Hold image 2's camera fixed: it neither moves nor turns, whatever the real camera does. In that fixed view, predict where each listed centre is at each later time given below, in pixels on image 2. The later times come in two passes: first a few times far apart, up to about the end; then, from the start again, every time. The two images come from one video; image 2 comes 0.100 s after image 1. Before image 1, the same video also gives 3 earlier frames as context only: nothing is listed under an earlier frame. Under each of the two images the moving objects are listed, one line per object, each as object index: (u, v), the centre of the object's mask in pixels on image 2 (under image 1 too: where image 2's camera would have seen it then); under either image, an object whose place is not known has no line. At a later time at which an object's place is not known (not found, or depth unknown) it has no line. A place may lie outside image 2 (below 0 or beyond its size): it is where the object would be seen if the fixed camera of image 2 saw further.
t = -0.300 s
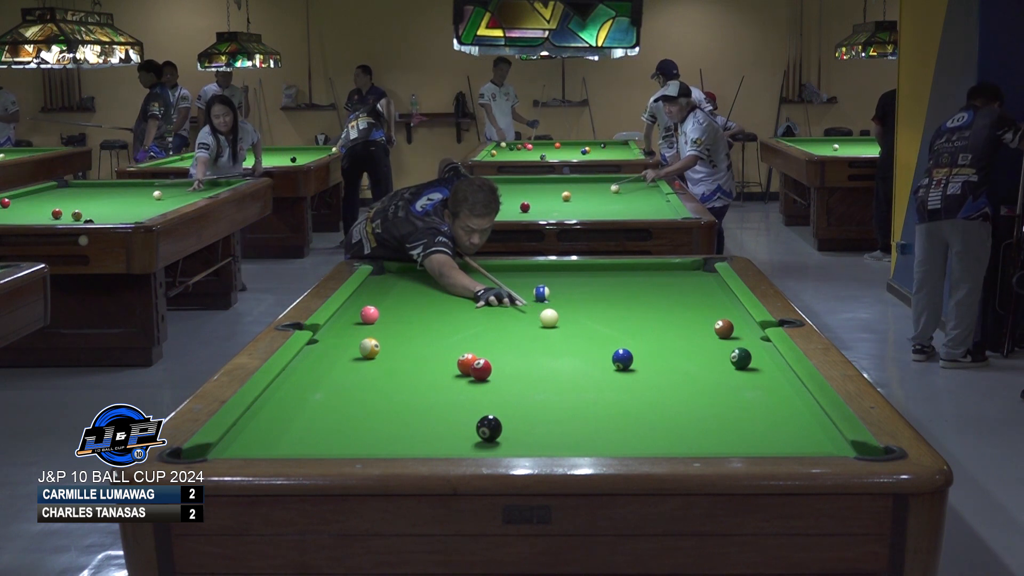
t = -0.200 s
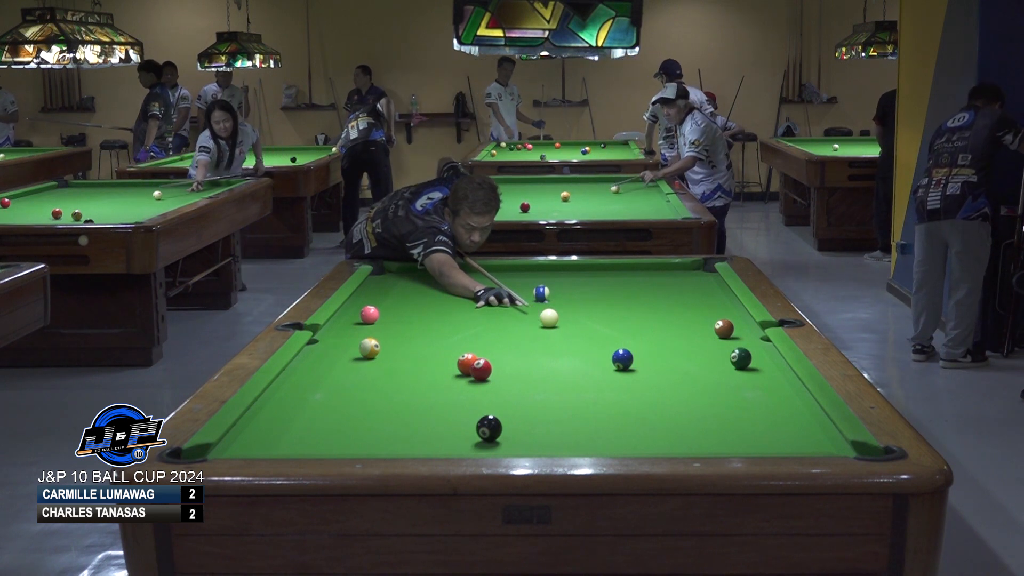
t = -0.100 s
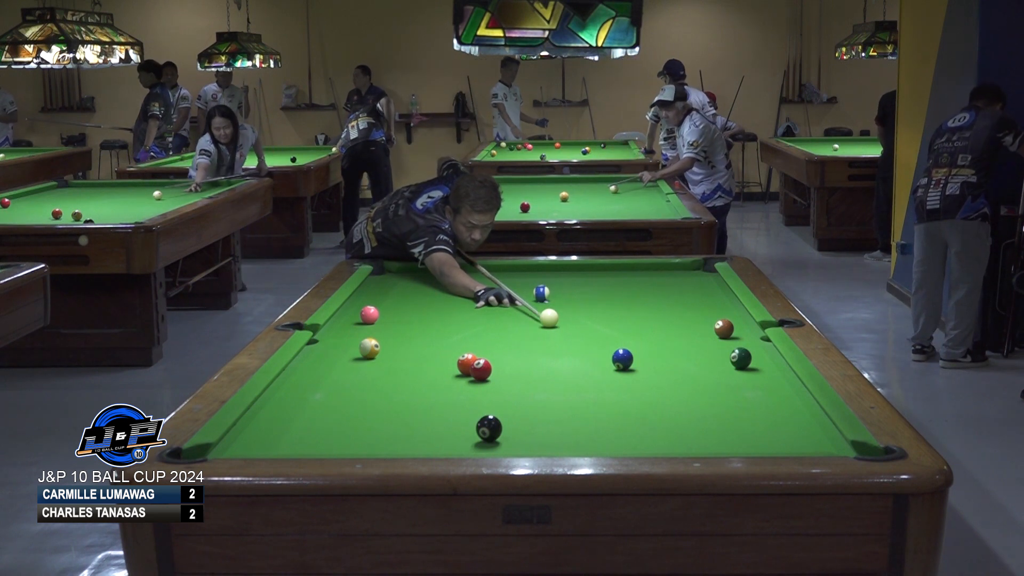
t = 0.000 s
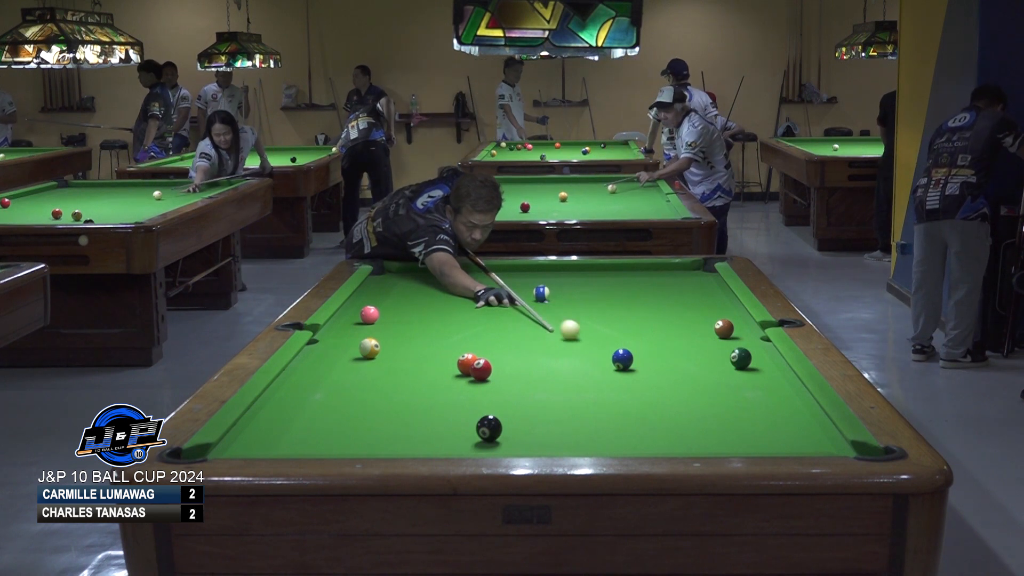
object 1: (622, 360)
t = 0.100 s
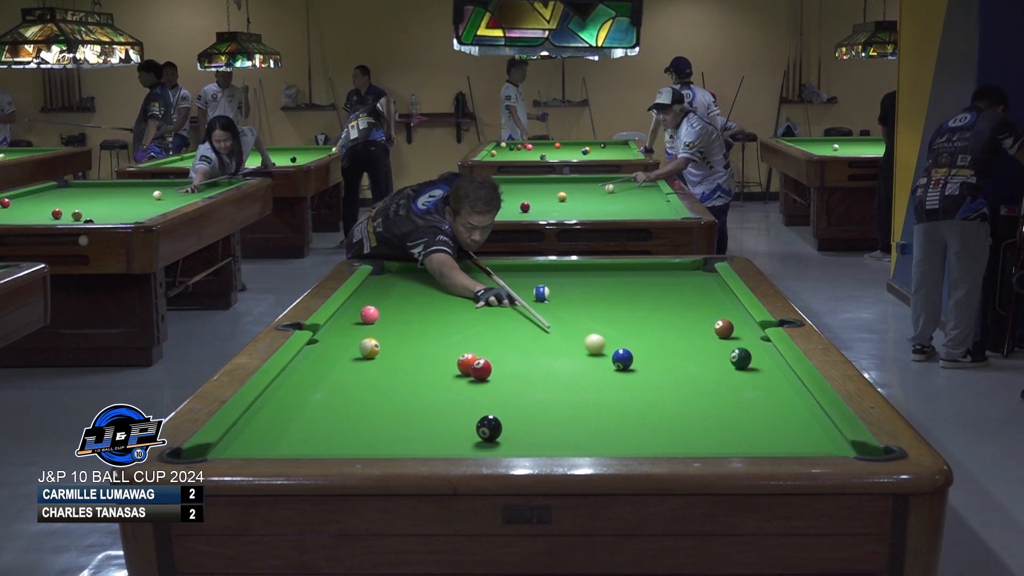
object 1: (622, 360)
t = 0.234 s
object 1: (639, 367)
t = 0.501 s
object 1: (710, 401)
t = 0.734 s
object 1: (780, 434)
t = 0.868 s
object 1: (827, 447)
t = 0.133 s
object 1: (622, 360)
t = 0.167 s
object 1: (622, 360)
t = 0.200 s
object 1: (630, 362)
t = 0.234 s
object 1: (639, 367)
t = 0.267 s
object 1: (648, 372)
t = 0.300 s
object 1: (657, 376)
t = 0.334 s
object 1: (666, 380)
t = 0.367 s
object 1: (674, 384)
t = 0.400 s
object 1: (683, 388)
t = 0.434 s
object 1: (692, 392)
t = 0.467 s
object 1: (700, 396)
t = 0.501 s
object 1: (710, 401)
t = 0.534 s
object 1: (719, 405)
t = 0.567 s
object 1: (728, 410)
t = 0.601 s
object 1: (738, 414)
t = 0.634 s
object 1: (748, 419)
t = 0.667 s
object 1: (759, 424)
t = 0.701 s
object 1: (769, 429)
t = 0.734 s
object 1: (780, 434)
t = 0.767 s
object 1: (791, 438)
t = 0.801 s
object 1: (802, 441)
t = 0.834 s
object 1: (813, 444)
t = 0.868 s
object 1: (827, 447)
